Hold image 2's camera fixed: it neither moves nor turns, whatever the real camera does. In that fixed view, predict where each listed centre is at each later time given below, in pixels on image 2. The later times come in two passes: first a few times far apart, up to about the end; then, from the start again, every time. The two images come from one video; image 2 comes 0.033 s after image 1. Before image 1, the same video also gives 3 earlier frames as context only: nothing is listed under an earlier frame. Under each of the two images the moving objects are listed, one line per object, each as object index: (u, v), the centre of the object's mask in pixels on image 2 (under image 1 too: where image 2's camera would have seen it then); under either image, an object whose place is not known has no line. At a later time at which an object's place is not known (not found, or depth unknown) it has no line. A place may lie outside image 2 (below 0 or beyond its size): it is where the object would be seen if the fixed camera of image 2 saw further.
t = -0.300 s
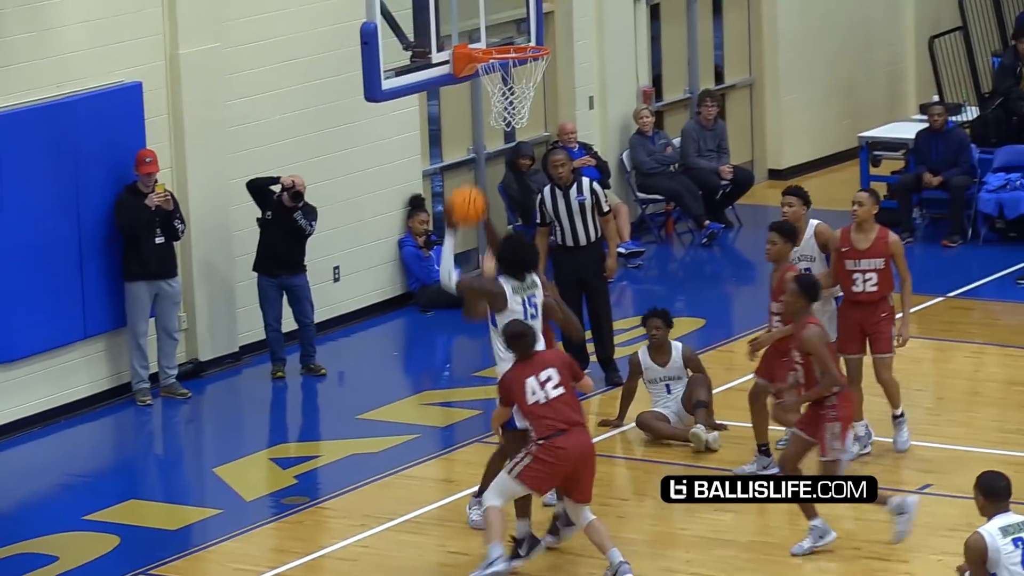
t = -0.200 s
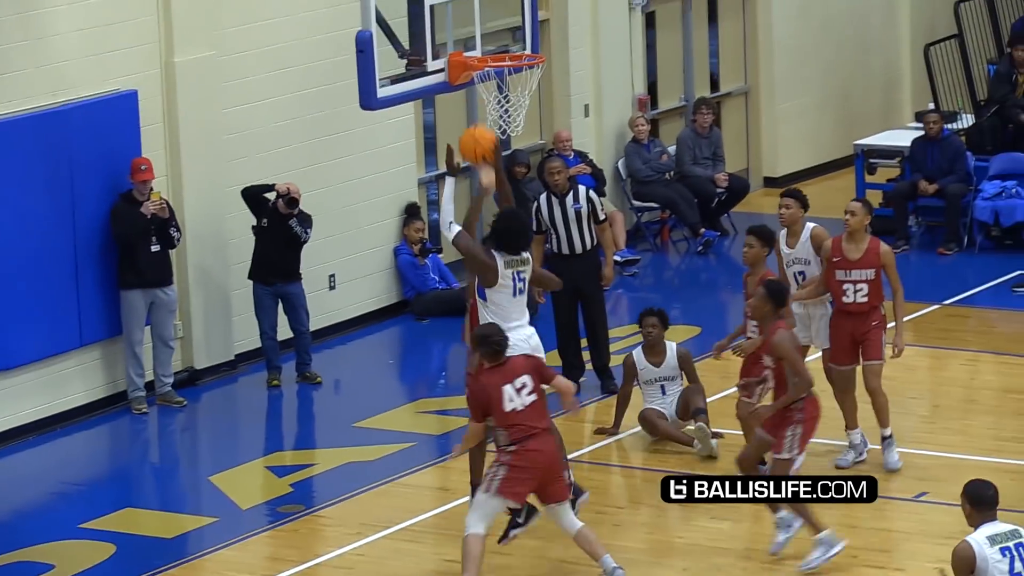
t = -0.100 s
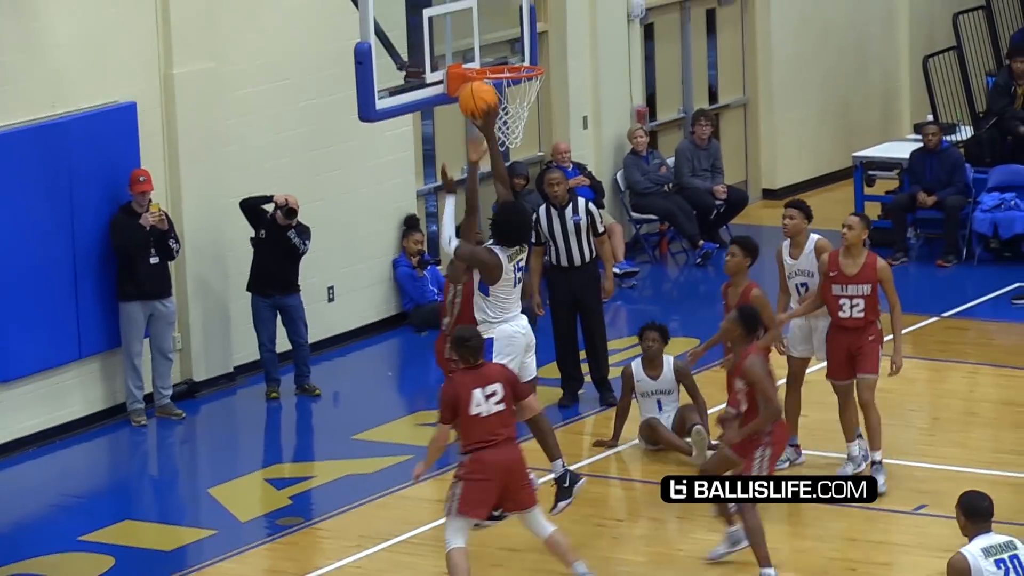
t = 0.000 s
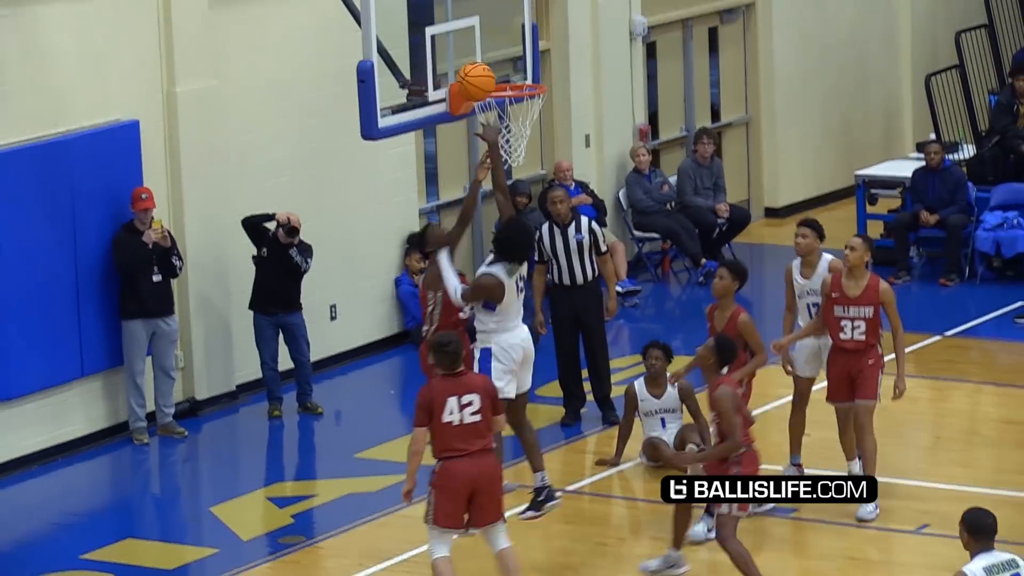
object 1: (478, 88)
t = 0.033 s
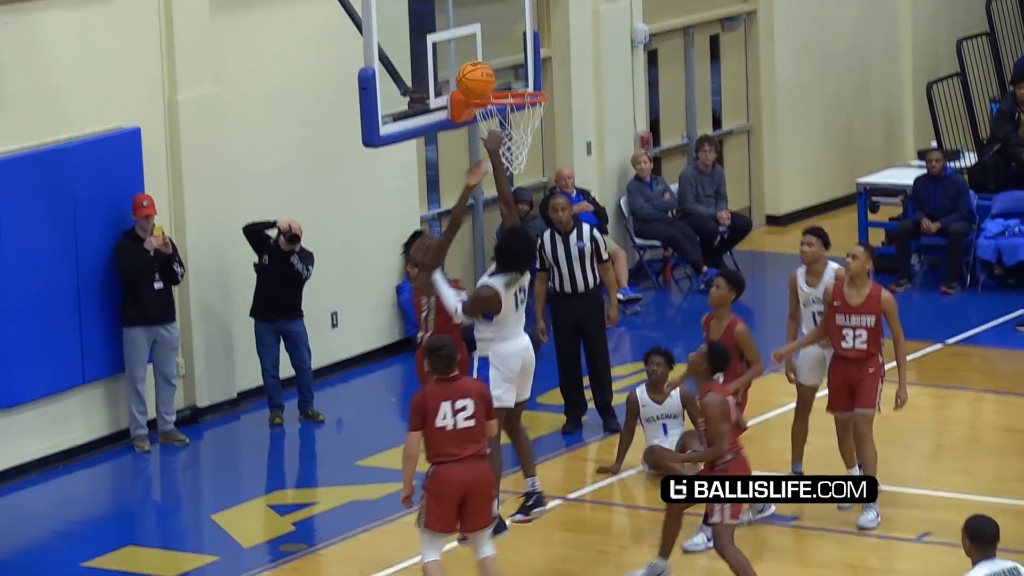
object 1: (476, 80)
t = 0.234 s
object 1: (468, 66)
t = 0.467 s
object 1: (526, 99)
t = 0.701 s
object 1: (494, 145)
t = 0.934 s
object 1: (488, 183)
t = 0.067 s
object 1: (474, 73)
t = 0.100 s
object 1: (472, 68)
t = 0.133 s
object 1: (471, 65)
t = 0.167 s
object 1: (469, 63)
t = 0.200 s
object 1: (468, 64)
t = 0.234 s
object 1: (468, 66)
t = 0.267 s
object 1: (475, 71)
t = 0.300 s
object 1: (484, 80)
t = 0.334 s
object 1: (492, 81)
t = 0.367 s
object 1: (501, 82)
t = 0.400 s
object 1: (509, 85)
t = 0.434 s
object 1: (518, 88)
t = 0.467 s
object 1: (526, 99)
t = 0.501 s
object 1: (523, 103)
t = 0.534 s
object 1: (518, 109)
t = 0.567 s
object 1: (513, 118)
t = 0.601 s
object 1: (507, 126)
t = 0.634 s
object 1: (502, 135)
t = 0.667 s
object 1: (498, 137)
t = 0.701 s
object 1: (494, 145)
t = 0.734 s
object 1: (491, 148)
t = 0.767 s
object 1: (489, 151)
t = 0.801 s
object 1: (488, 155)
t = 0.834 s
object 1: (488, 160)
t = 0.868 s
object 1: (487, 167)
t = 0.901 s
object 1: (489, 176)
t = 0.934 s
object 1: (488, 183)
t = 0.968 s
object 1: (489, 194)
